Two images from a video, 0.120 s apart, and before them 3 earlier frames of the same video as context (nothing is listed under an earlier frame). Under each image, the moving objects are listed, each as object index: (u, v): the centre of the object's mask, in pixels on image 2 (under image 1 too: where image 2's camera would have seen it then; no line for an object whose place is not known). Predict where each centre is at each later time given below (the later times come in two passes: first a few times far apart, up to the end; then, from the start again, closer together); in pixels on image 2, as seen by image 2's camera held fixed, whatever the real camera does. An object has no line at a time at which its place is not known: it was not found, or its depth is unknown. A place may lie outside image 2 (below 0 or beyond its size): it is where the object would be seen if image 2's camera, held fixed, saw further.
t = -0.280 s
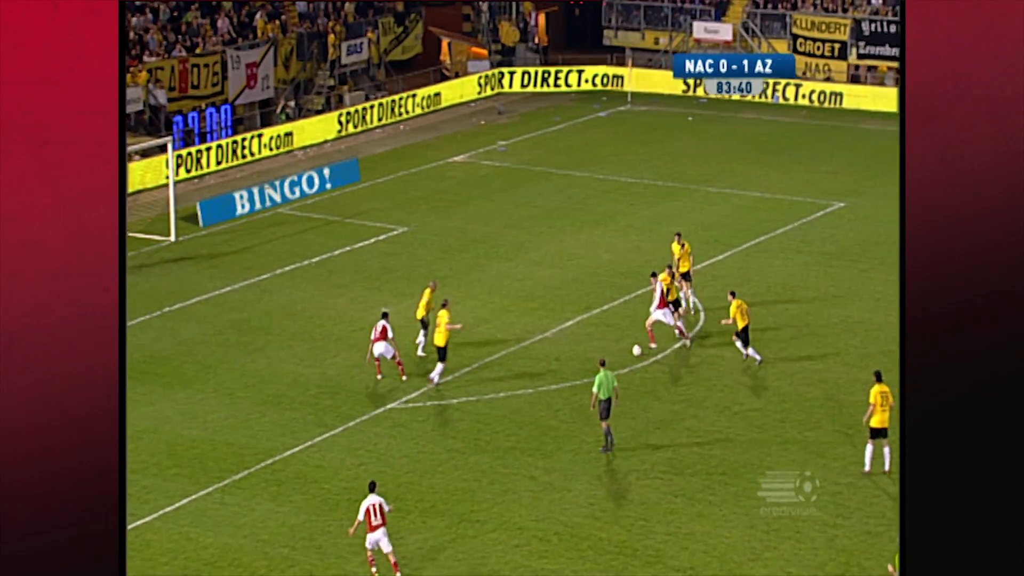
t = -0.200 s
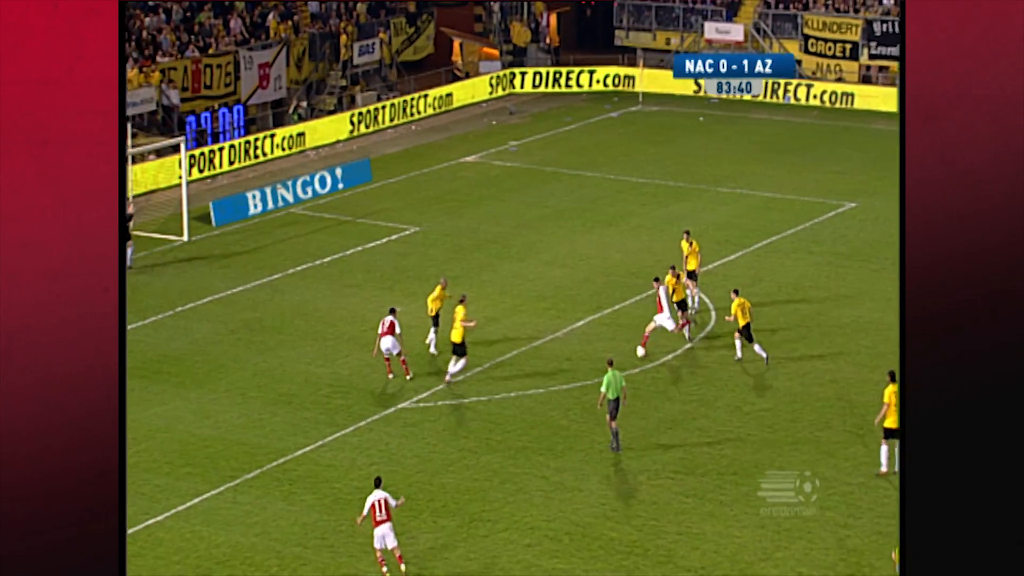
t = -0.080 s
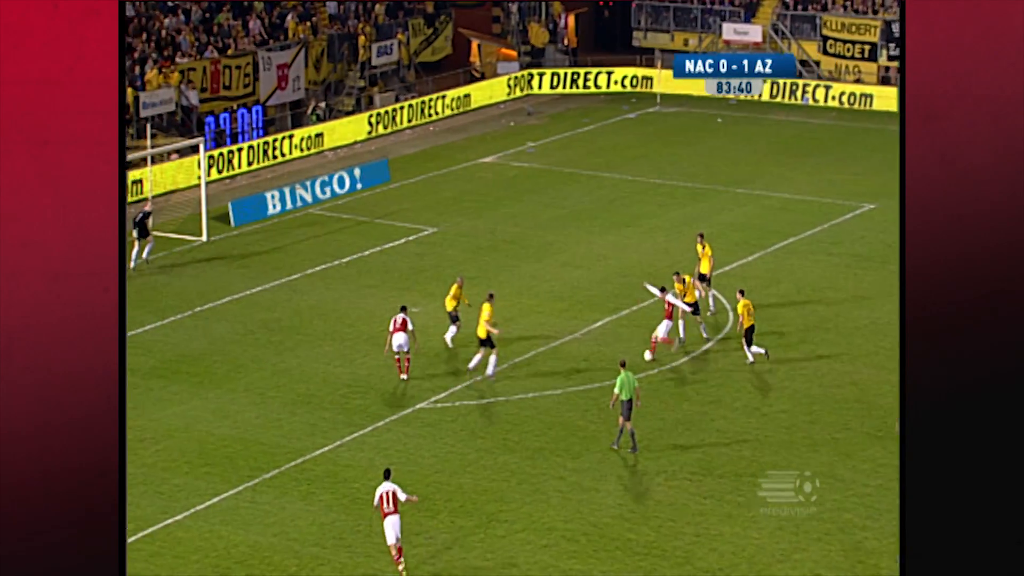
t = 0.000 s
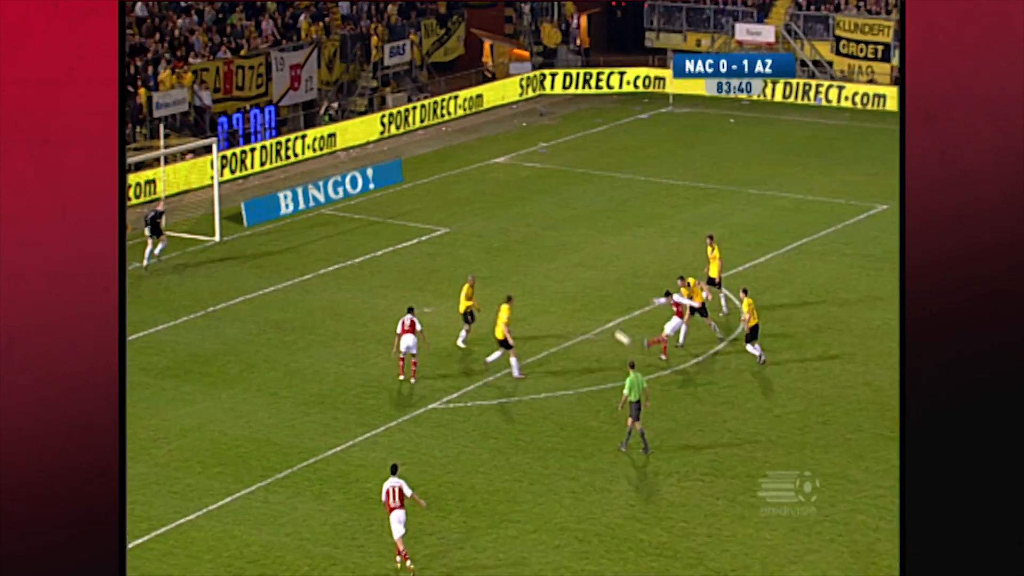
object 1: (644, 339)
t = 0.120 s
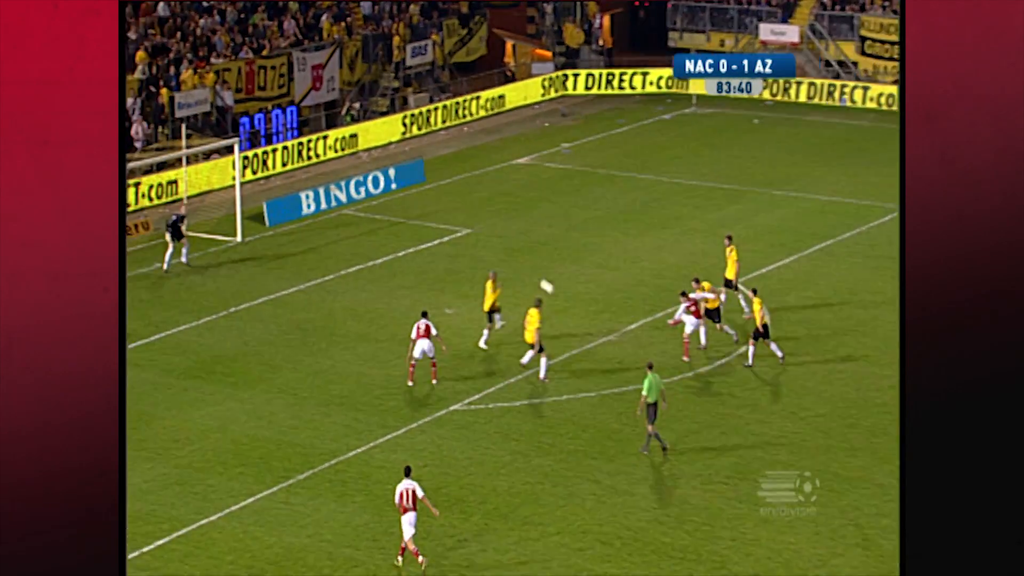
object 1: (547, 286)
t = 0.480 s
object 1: (313, 190)
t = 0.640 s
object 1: (229, 171)
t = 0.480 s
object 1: (313, 190)
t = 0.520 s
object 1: (290, 184)
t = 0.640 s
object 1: (229, 171)
